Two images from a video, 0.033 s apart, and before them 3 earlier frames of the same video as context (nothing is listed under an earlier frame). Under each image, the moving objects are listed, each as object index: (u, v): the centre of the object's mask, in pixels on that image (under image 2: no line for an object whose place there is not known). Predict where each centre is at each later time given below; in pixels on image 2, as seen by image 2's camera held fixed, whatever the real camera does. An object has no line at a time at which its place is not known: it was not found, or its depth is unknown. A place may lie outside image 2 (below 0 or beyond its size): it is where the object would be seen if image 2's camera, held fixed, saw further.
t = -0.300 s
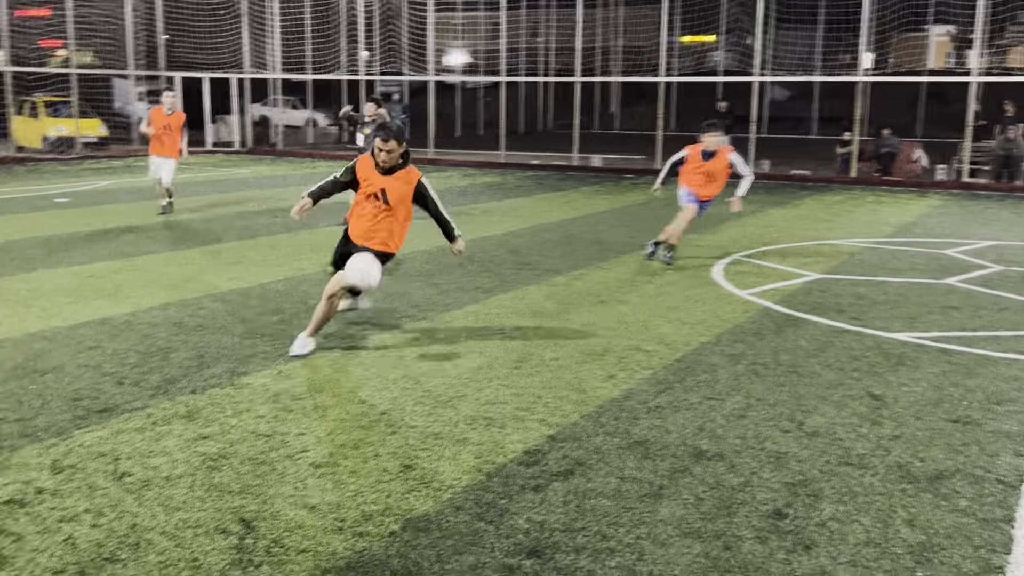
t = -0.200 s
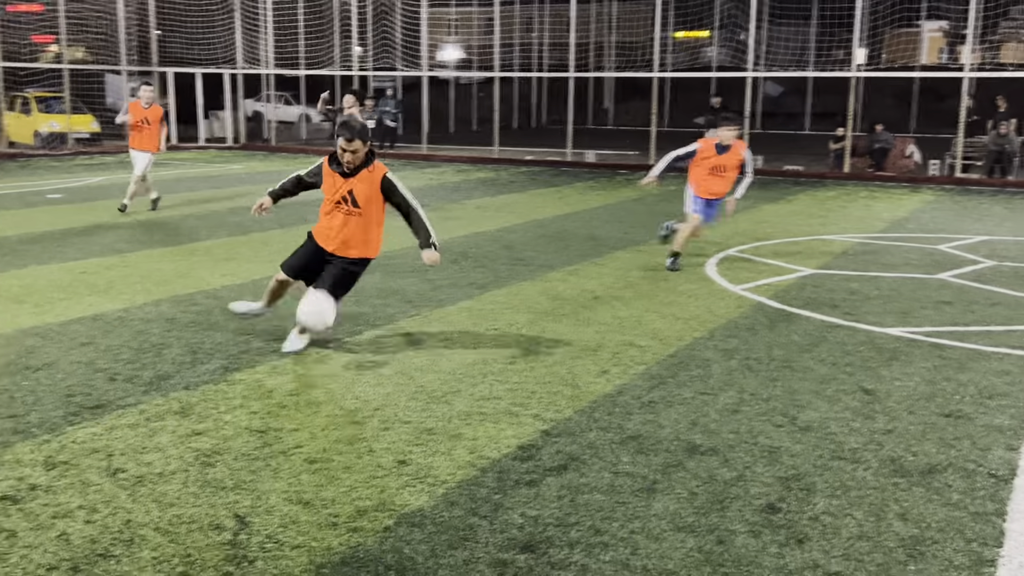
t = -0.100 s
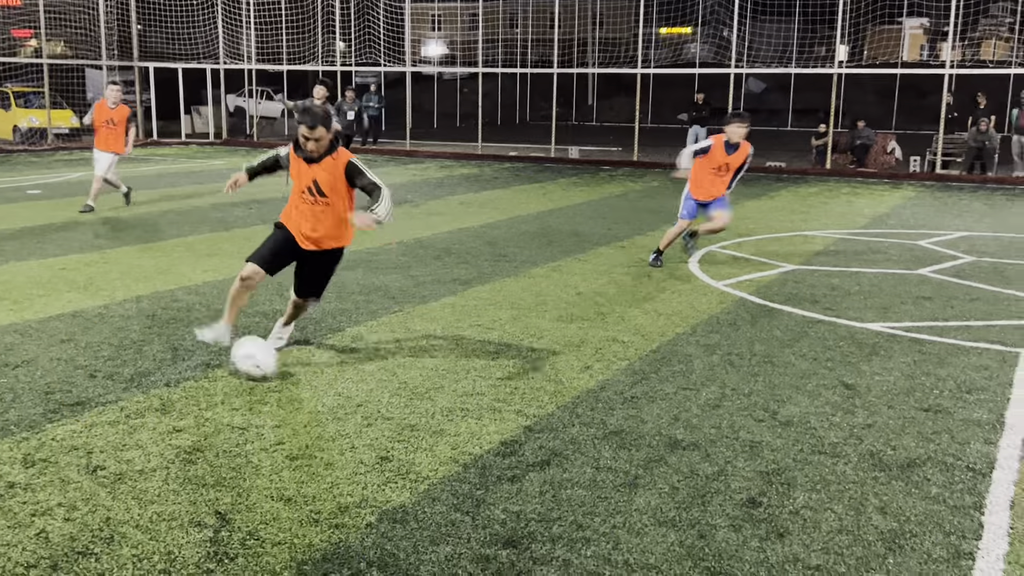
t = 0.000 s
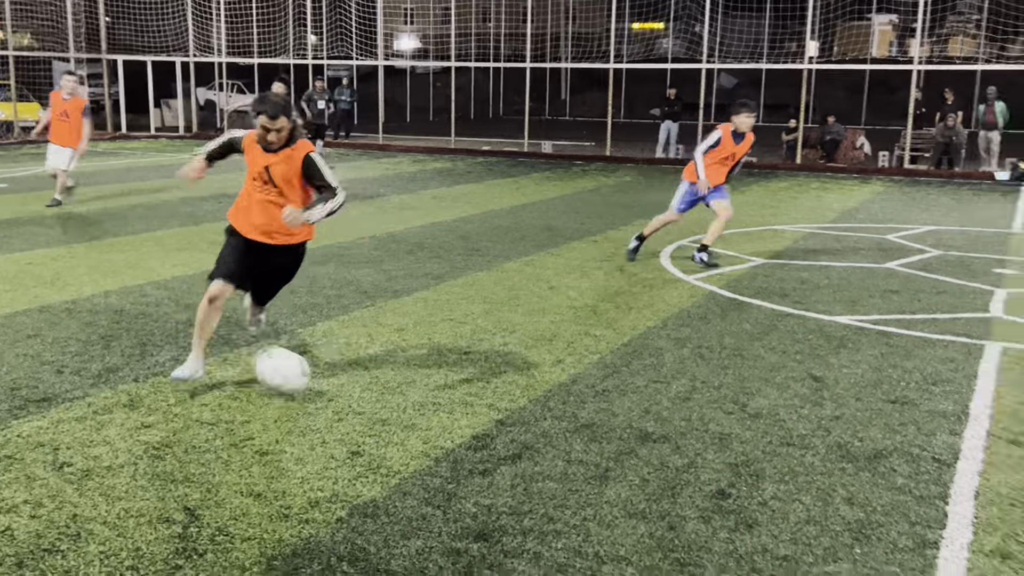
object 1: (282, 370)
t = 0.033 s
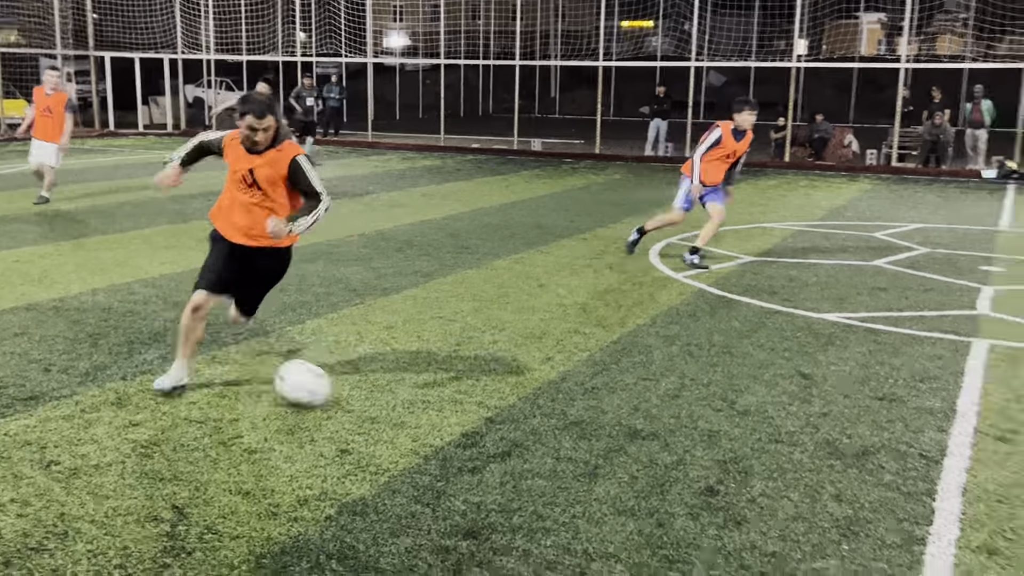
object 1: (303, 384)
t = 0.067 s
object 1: (334, 391)
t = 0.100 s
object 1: (366, 397)
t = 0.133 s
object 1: (396, 402)
